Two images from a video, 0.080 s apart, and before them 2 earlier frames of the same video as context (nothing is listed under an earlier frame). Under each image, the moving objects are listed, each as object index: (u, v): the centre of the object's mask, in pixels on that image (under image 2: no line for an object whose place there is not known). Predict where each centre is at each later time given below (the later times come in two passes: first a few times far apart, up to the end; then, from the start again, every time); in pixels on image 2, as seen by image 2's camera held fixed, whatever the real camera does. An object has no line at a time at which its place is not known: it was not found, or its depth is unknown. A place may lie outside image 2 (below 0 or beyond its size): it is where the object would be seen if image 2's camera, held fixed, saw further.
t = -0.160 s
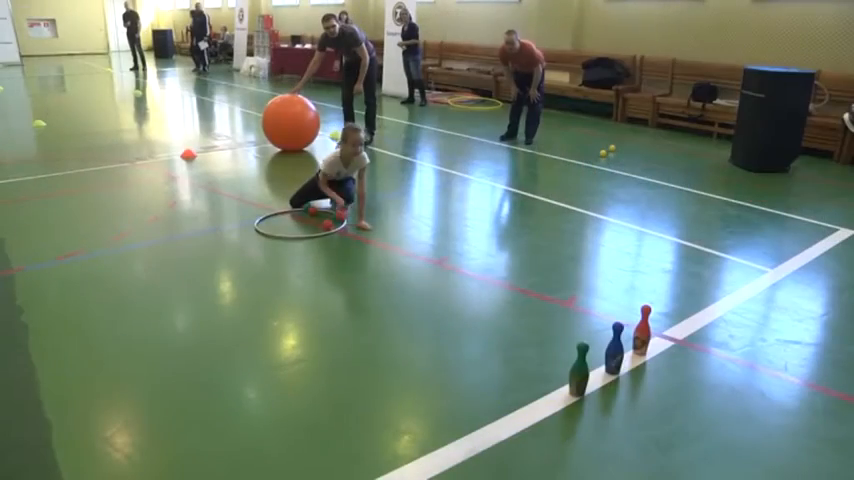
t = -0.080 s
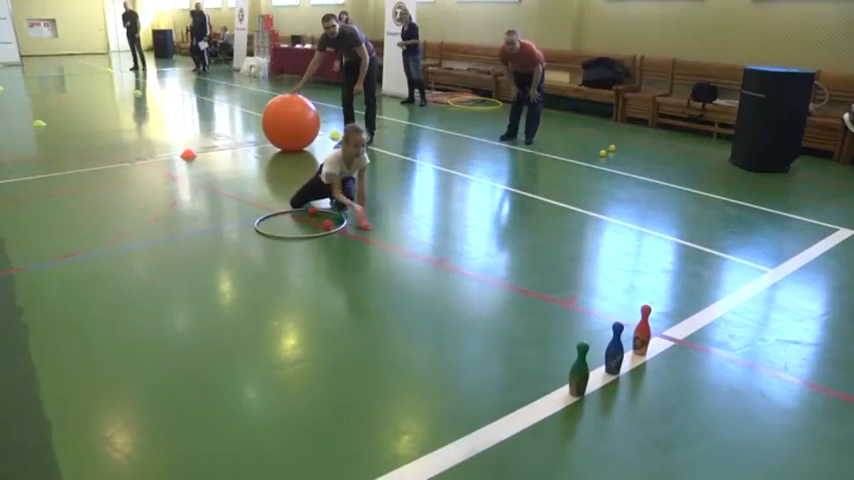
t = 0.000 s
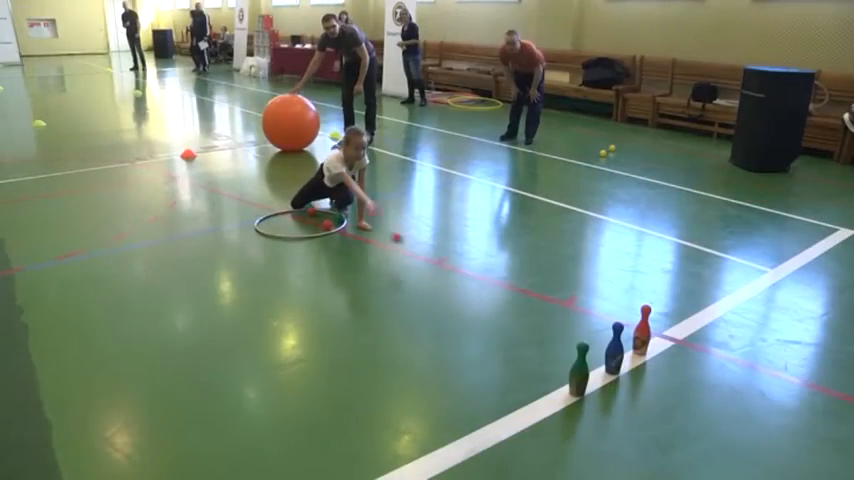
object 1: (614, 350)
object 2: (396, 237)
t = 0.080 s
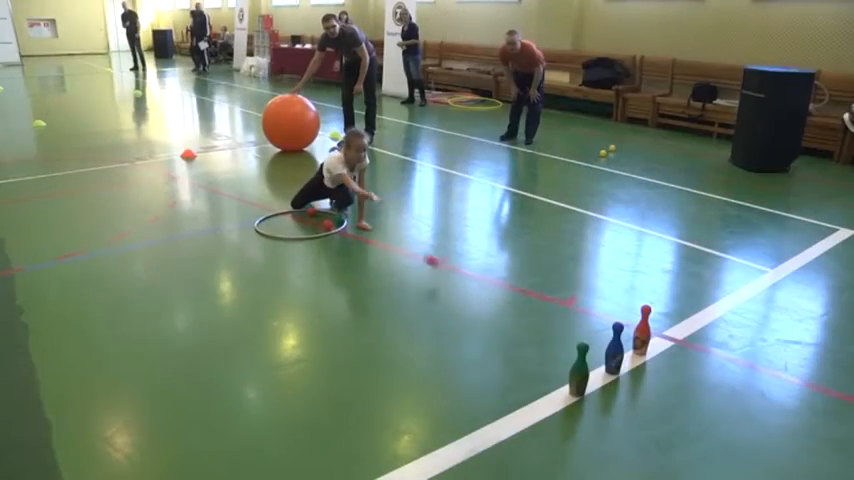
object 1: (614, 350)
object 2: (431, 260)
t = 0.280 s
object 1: (615, 350)
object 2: (508, 294)
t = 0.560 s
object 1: (620, 353)
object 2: (597, 338)
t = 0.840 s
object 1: (636, 367)
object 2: (587, 327)
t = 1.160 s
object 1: (657, 390)
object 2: (602, 325)
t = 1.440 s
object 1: (654, 392)
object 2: (619, 321)
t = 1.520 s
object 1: (653, 394)
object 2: (624, 320)
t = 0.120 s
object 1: (614, 350)
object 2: (449, 276)
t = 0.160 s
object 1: (614, 350)
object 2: (464, 283)
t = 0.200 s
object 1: (614, 350)
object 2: (479, 284)
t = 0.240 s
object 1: (615, 350)
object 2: (493, 287)
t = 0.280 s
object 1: (615, 350)
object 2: (508, 294)
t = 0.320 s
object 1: (614, 350)
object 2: (523, 302)
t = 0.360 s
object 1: (614, 350)
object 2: (539, 315)
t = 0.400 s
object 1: (615, 350)
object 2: (553, 332)
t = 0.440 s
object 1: (615, 350)
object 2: (571, 336)
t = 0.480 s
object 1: (615, 350)
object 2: (589, 340)
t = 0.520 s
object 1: (616, 351)
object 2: (601, 345)
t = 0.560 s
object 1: (620, 353)
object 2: (597, 338)
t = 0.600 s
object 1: (623, 356)
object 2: (593, 333)
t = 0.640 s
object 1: (626, 357)
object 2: (589, 331)
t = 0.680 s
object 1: (627, 359)
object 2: (585, 333)
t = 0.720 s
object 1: (629, 361)
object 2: (582, 334)
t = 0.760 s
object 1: (631, 362)
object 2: (584, 329)
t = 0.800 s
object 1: (634, 363)
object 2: (585, 326)
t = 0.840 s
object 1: (636, 367)
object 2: (587, 327)
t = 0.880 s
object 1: (639, 372)
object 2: (588, 330)
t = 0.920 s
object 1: (641, 379)
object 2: (590, 328)
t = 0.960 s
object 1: (645, 384)
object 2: (593, 325)
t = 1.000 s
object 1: (648, 380)
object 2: (595, 326)
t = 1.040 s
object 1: (651, 380)
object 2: (596, 327)
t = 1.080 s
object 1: (653, 382)
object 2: (598, 324)
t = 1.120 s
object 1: (656, 387)
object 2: (600, 324)
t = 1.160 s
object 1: (657, 390)
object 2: (602, 325)
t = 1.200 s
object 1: (658, 394)
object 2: (604, 324)
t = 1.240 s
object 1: (659, 393)
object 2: (607, 324)
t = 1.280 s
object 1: (659, 391)
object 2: (609, 323)
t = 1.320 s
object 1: (658, 392)
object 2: (611, 323)
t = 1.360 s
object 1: (657, 396)
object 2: (614, 322)
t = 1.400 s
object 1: (655, 394)
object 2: (616, 322)
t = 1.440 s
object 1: (654, 392)
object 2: (619, 321)
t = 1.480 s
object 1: (653, 393)
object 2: (622, 321)
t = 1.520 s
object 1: (653, 394)
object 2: (624, 320)
